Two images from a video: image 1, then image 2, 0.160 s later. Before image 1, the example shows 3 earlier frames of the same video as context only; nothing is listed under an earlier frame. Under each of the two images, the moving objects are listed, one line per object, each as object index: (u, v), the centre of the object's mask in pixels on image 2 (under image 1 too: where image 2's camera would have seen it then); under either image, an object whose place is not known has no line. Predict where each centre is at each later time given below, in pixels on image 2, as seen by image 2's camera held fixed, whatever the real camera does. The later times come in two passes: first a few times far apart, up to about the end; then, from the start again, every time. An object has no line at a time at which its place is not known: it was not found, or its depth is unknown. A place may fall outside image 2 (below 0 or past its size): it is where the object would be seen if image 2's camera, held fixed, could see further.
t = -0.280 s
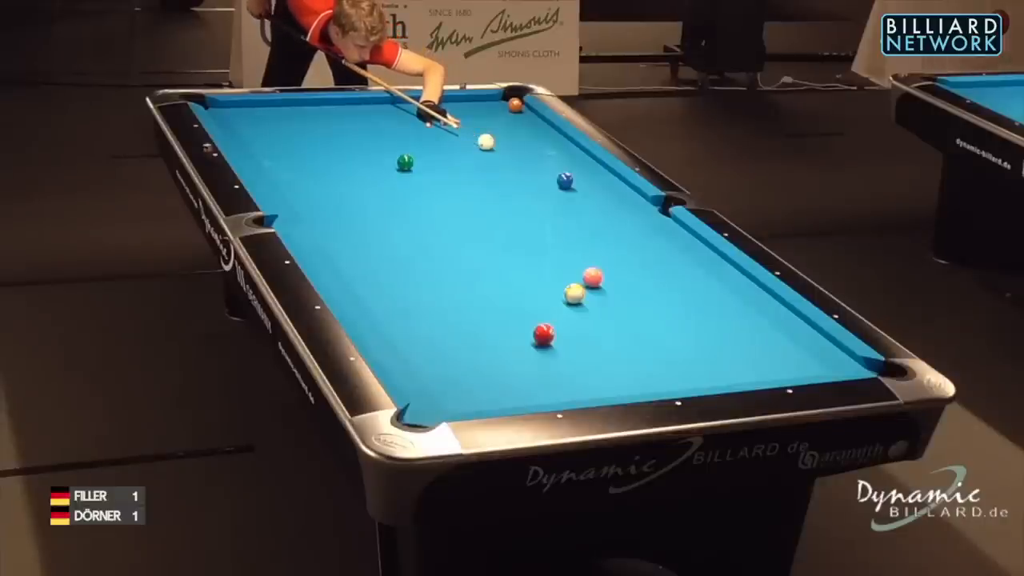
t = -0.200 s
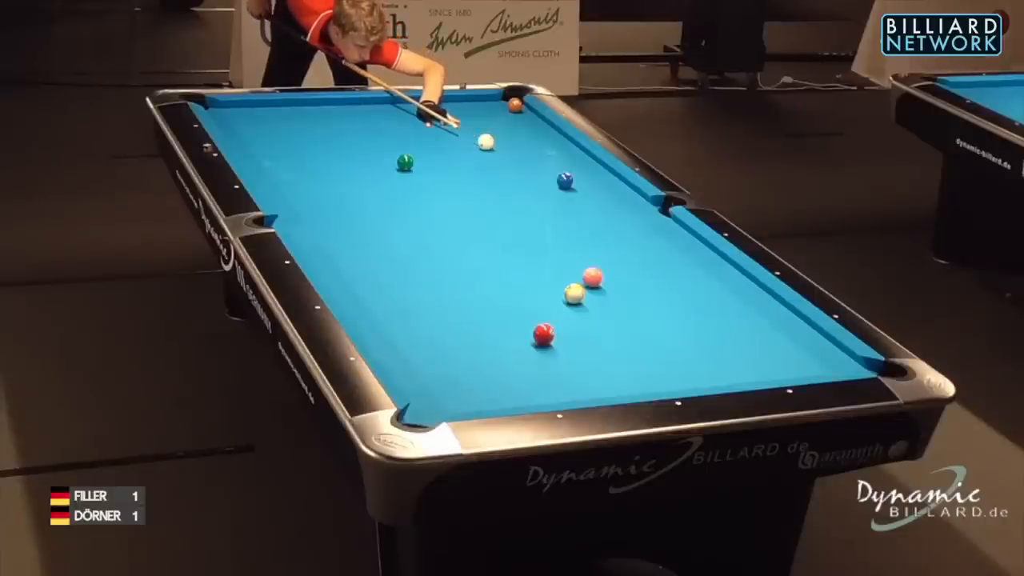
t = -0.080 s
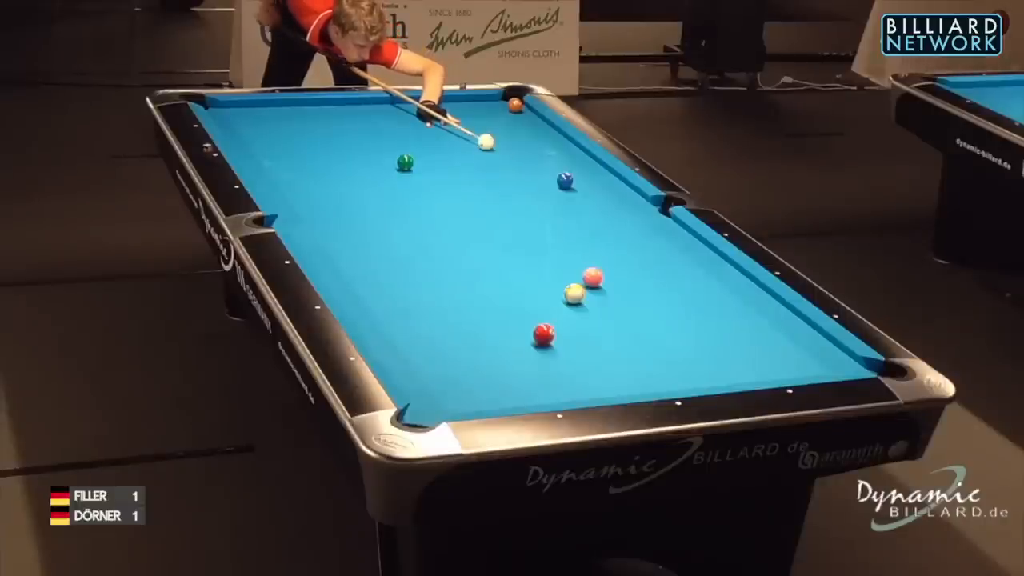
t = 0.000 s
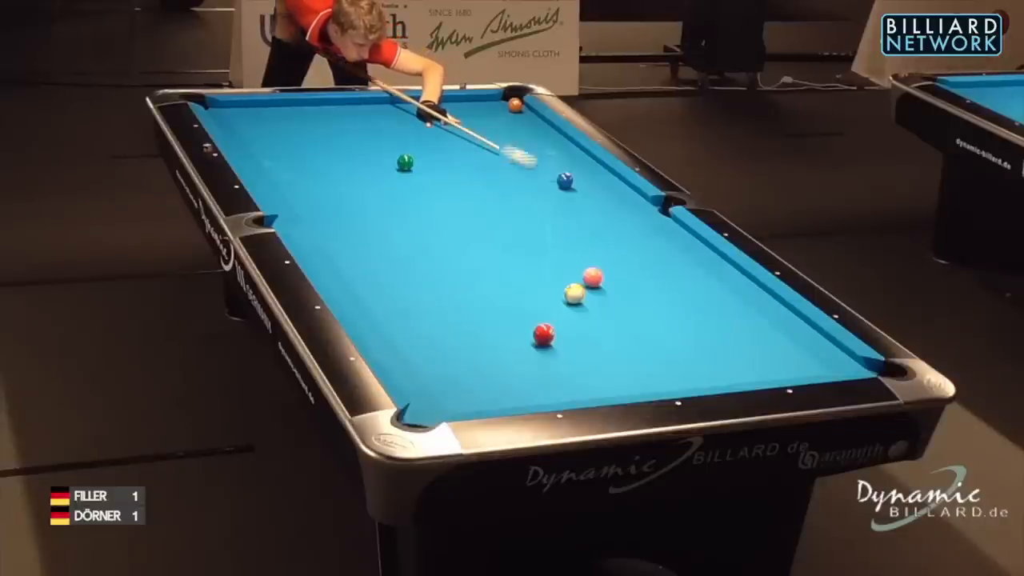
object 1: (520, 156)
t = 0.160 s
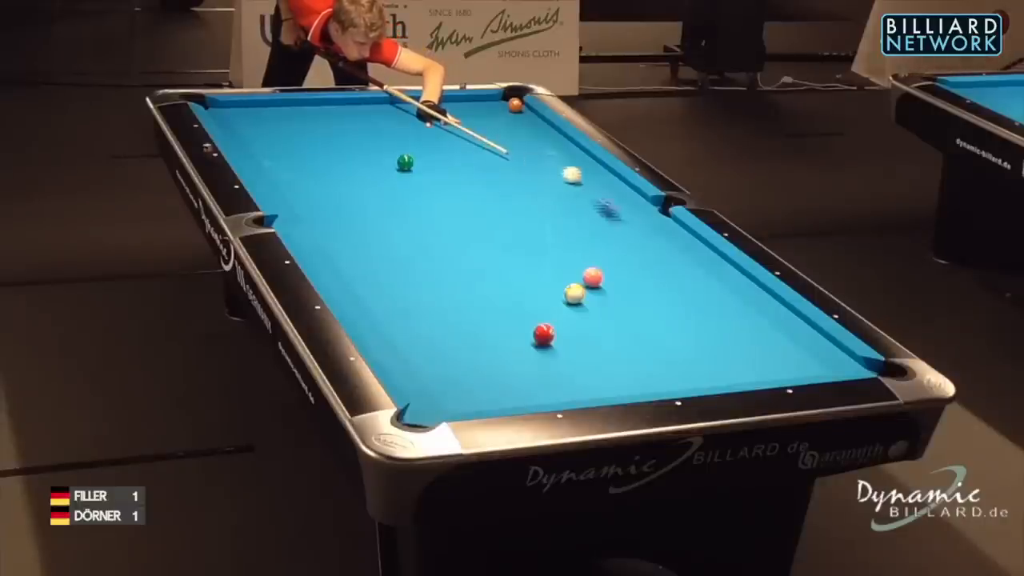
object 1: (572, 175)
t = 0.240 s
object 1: (583, 175)
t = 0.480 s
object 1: (615, 177)
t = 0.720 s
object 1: (599, 177)
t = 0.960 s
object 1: (584, 177)
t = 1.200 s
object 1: (571, 176)
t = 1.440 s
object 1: (558, 177)
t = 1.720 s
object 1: (546, 176)
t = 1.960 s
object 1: (536, 176)
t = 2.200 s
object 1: (528, 176)
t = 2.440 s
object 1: (521, 176)
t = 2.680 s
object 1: (516, 176)
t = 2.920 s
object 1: (511, 176)
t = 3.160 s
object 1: (508, 176)
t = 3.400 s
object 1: (506, 176)
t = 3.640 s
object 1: (506, 176)
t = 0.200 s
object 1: (577, 175)
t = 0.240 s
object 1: (583, 175)
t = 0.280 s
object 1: (589, 175)
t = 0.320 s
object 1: (594, 176)
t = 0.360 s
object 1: (599, 176)
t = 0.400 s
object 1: (605, 176)
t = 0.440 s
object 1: (611, 177)
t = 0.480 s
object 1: (615, 177)
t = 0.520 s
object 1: (613, 177)
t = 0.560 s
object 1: (610, 177)
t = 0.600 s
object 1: (607, 177)
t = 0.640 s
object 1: (604, 177)
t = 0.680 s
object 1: (601, 177)
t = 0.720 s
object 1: (599, 177)
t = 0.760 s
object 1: (596, 177)
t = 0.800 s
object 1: (594, 177)
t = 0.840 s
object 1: (591, 177)
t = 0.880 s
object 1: (589, 177)
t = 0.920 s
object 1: (587, 177)
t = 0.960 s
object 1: (584, 177)
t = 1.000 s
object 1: (581, 177)
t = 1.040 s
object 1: (579, 177)
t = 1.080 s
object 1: (577, 177)
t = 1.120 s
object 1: (575, 177)
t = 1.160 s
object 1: (573, 177)
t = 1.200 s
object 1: (571, 176)
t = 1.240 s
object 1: (568, 176)
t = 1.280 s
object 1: (566, 176)
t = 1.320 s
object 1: (564, 177)
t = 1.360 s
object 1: (562, 177)
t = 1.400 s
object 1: (560, 177)
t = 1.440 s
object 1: (558, 177)
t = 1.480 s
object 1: (556, 177)
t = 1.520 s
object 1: (554, 177)
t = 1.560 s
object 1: (552, 177)
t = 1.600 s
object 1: (551, 177)
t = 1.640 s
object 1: (549, 177)
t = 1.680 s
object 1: (547, 176)
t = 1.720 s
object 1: (546, 176)
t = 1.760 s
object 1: (544, 176)
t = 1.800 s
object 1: (542, 176)
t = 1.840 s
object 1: (541, 176)
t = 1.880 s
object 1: (539, 177)
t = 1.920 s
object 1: (538, 176)
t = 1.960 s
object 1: (536, 176)
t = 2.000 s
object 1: (534, 176)
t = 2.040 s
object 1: (533, 177)
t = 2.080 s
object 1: (532, 176)
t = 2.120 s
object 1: (530, 176)
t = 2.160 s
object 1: (529, 176)
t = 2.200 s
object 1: (528, 176)
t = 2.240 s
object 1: (527, 176)
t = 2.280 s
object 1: (525, 176)
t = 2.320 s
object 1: (524, 176)
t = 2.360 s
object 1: (523, 176)
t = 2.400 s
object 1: (522, 176)
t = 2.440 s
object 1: (521, 176)
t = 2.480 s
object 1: (520, 176)
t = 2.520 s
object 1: (519, 176)
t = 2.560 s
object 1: (518, 176)
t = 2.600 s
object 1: (517, 176)
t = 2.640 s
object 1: (516, 176)
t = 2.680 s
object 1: (516, 176)
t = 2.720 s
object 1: (515, 176)
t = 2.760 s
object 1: (514, 176)
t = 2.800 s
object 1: (513, 176)
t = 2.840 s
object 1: (513, 176)
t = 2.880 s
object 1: (512, 176)
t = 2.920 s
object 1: (511, 176)
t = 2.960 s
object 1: (511, 176)
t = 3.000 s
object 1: (510, 176)
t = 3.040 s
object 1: (510, 176)
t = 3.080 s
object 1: (509, 176)
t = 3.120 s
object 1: (509, 176)
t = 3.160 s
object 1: (508, 176)
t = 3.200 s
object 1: (508, 176)
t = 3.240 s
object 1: (507, 176)
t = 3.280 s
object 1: (507, 176)
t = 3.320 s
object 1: (507, 176)
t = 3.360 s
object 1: (507, 176)
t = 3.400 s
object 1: (506, 176)
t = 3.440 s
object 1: (506, 176)
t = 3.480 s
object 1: (506, 176)
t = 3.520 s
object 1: (506, 176)
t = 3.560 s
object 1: (506, 176)
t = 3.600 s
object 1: (506, 176)
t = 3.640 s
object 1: (506, 176)
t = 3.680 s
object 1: (506, 176)
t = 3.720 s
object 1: (506, 176)
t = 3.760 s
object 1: (506, 176)
